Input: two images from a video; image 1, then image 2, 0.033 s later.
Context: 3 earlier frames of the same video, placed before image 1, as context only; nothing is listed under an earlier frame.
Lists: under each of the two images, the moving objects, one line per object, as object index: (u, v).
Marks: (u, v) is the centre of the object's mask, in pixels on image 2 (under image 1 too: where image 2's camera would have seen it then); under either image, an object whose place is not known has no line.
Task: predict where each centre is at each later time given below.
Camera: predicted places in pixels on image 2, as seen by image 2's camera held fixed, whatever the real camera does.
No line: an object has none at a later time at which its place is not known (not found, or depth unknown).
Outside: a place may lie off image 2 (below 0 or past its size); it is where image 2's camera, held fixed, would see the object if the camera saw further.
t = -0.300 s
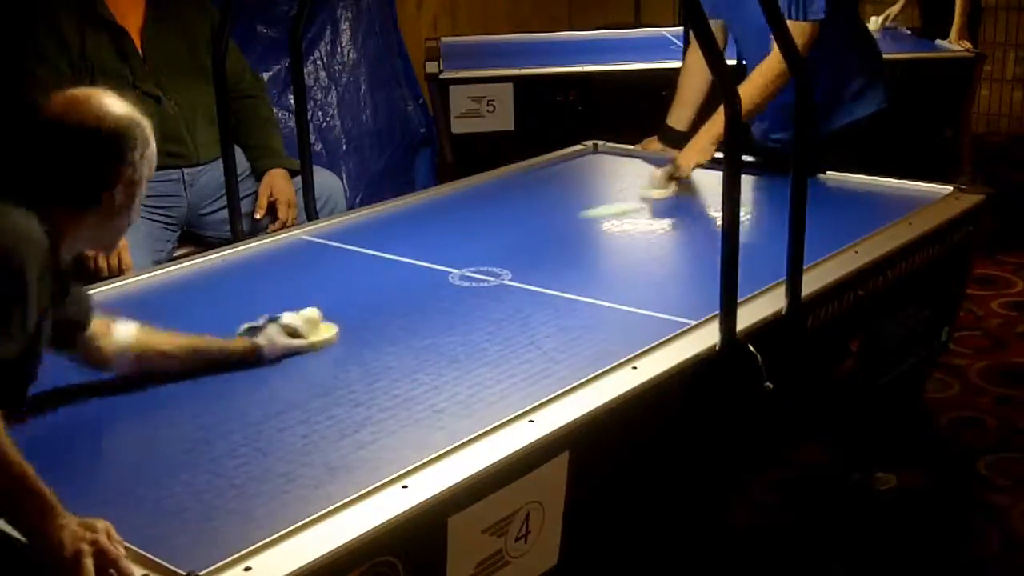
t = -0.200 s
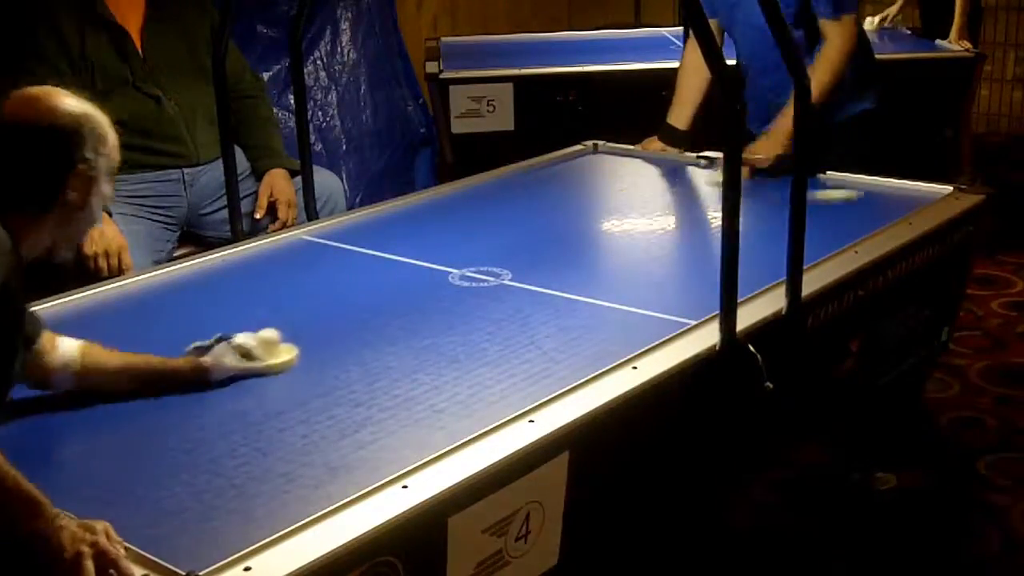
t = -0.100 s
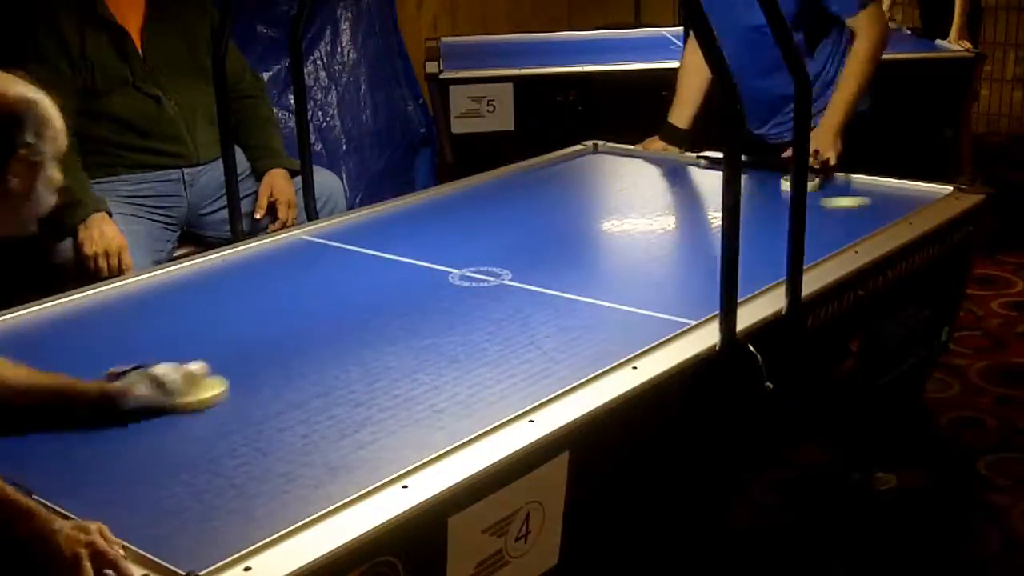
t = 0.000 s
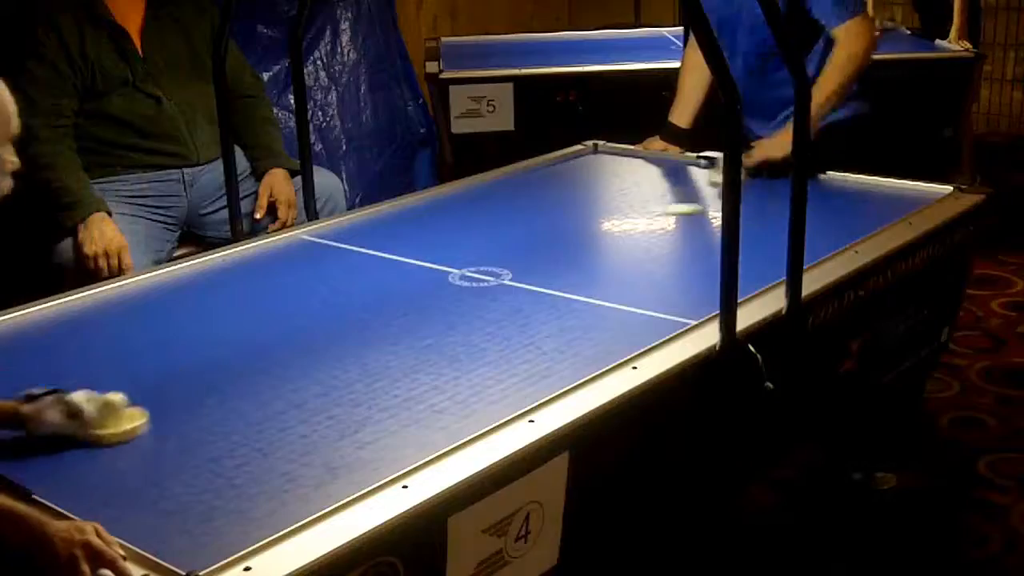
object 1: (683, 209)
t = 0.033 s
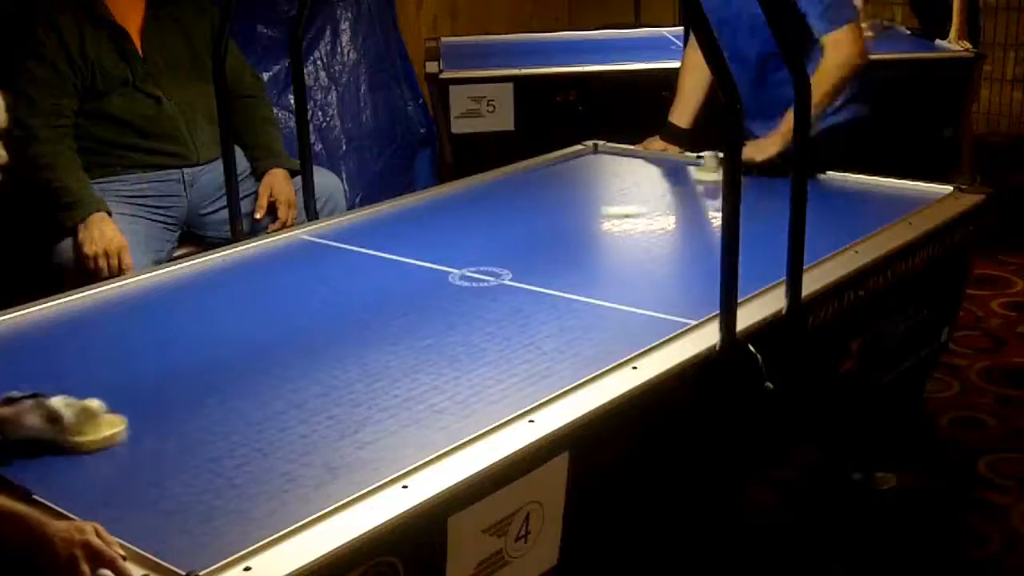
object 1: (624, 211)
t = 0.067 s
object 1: (569, 212)
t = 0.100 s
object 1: (515, 215)
